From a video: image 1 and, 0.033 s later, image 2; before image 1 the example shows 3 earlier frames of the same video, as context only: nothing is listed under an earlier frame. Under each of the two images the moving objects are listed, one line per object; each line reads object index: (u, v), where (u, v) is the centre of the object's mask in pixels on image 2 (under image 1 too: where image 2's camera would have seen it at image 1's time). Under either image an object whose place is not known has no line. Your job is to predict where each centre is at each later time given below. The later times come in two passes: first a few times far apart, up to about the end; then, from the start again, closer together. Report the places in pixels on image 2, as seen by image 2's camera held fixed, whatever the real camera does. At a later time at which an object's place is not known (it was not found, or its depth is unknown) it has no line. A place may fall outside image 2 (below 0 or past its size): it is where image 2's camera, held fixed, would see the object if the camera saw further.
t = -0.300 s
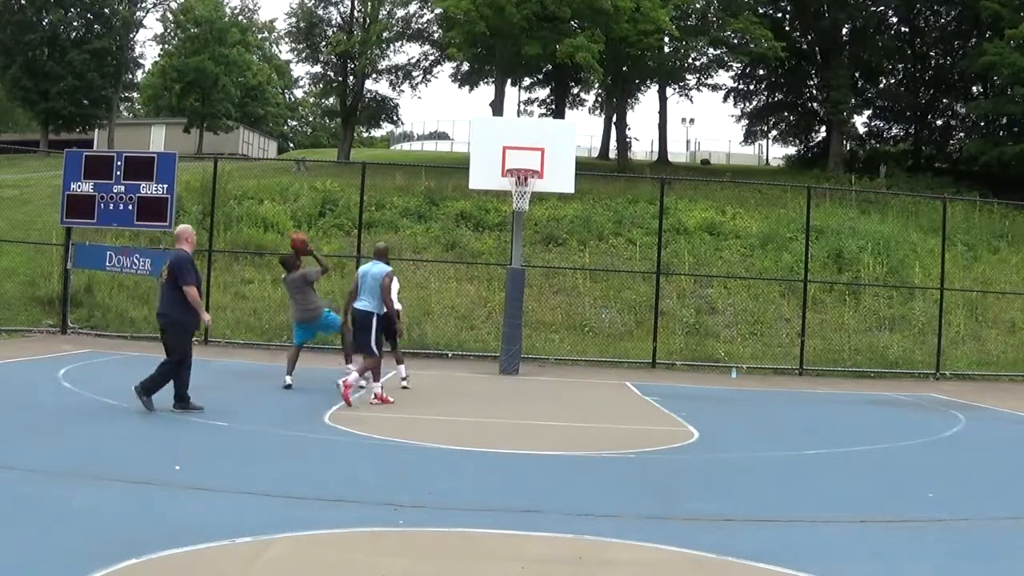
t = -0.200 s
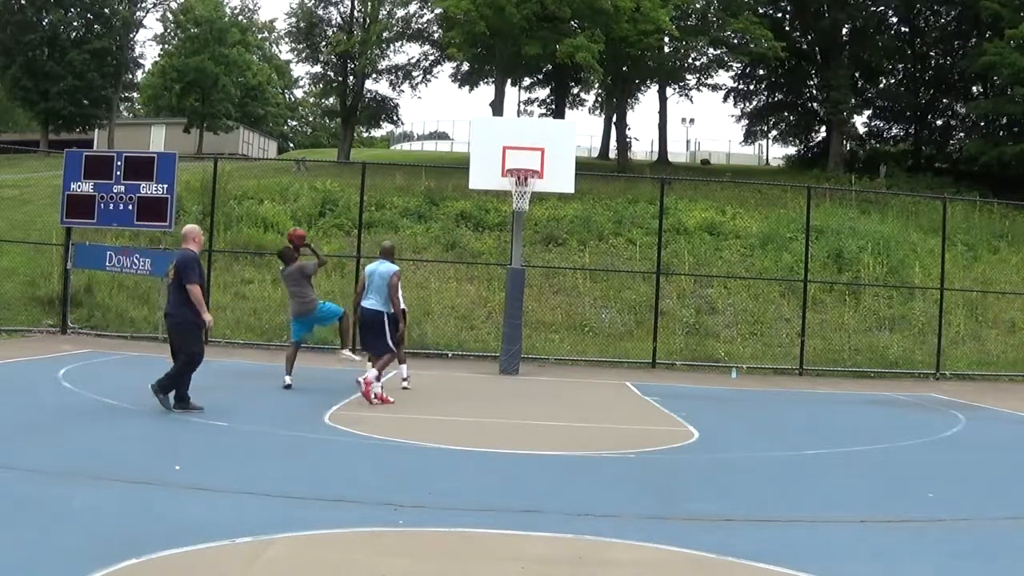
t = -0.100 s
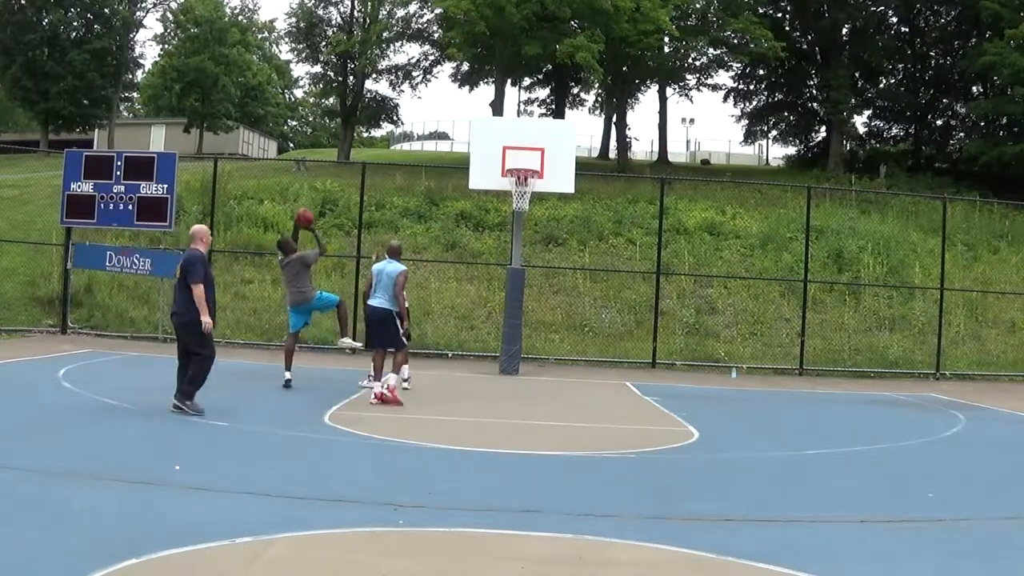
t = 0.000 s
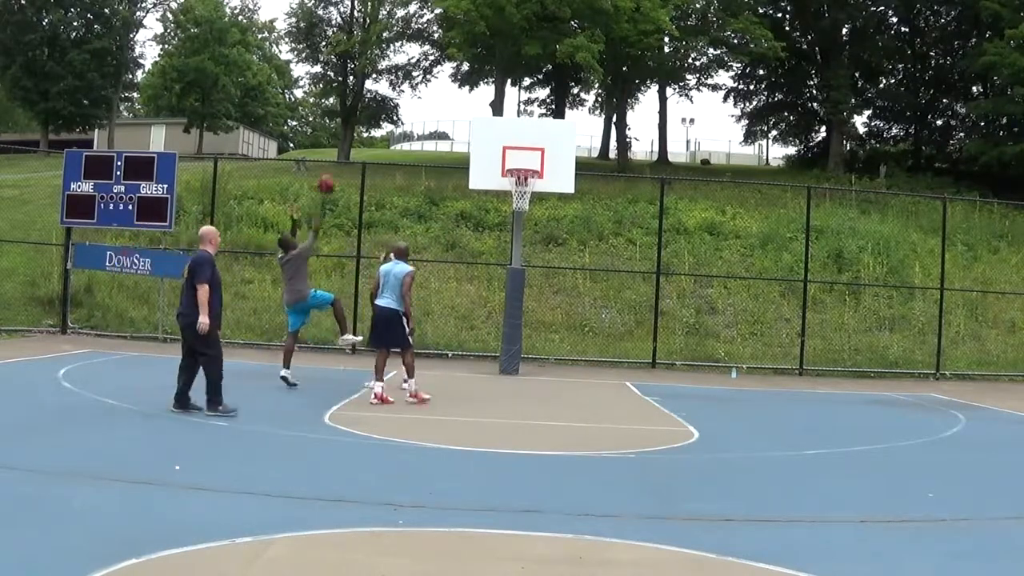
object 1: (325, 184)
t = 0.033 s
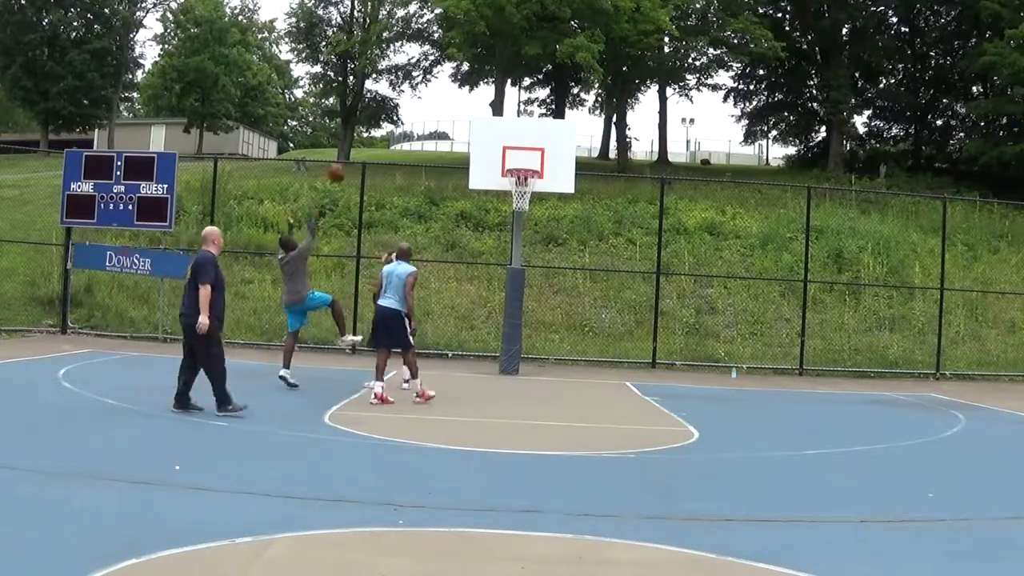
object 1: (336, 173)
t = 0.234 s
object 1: (392, 128)
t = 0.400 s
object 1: (434, 116)
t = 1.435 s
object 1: (572, 192)
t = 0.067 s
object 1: (346, 162)
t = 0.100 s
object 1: (356, 153)
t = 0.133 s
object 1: (365, 145)
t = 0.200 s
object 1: (382, 133)
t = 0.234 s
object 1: (392, 128)
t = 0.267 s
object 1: (400, 124)
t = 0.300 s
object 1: (409, 121)
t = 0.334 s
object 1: (417, 119)
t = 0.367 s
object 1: (426, 117)
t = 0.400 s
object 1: (434, 116)
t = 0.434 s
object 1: (442, 117)
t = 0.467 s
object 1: (449, 117)
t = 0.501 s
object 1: (457, 119)
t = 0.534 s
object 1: (464, 121)
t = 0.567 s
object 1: (472, 124)
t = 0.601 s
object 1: (479, 128)
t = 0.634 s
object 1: (486, 133)
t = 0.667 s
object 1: (493, 138)
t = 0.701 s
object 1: (500, 145)
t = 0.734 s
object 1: (506, 151)
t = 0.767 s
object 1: (513, 159)
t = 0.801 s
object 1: (517, 159)
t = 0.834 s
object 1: (521, 156)
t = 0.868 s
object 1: (524, 152)
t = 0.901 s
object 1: (528, 150)
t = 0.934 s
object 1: (532, 148)
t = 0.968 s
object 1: (535, 147)
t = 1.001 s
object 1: (538, 147)
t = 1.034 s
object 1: (542, 148)
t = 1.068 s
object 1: (545, 150)
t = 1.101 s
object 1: (548, 152)
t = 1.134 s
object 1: (551, 154)
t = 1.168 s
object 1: (554, 158)
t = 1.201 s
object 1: (557, 162)
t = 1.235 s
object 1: (560, 166)
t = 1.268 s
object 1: (562, 169)
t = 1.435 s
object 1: (572, 192)
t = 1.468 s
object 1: (575, 200)
